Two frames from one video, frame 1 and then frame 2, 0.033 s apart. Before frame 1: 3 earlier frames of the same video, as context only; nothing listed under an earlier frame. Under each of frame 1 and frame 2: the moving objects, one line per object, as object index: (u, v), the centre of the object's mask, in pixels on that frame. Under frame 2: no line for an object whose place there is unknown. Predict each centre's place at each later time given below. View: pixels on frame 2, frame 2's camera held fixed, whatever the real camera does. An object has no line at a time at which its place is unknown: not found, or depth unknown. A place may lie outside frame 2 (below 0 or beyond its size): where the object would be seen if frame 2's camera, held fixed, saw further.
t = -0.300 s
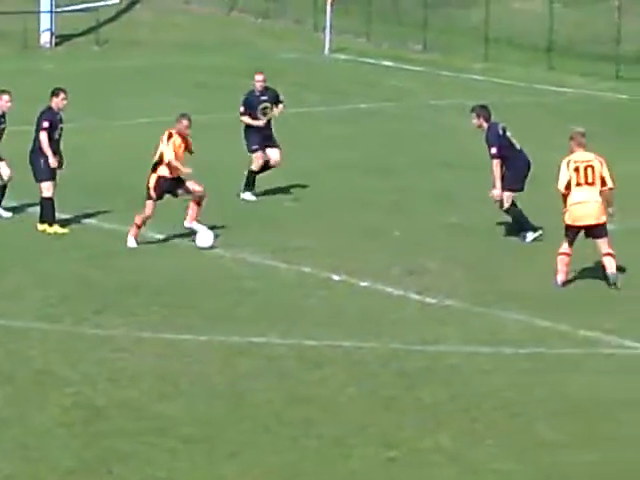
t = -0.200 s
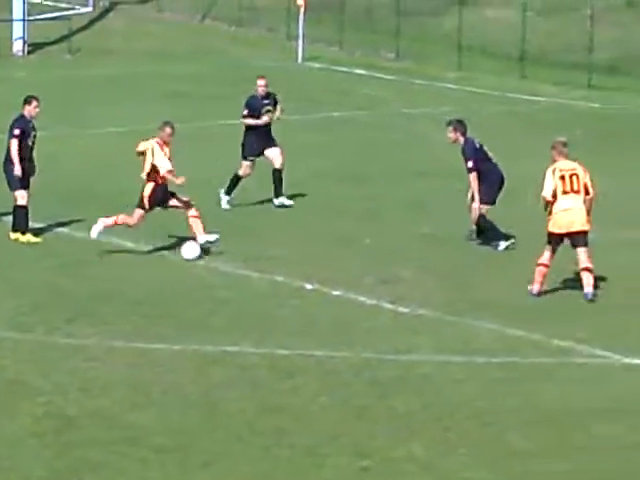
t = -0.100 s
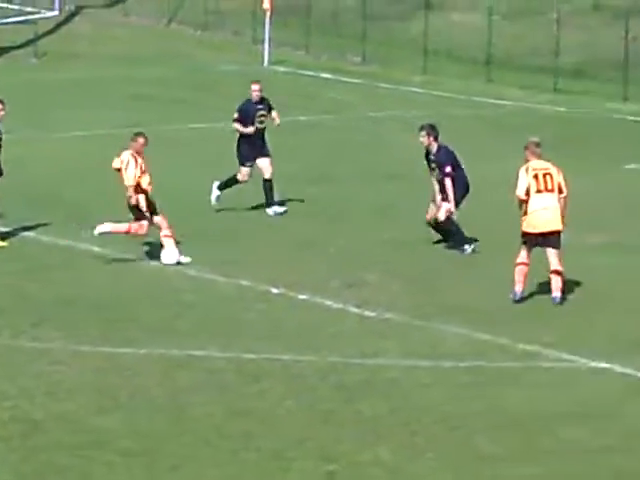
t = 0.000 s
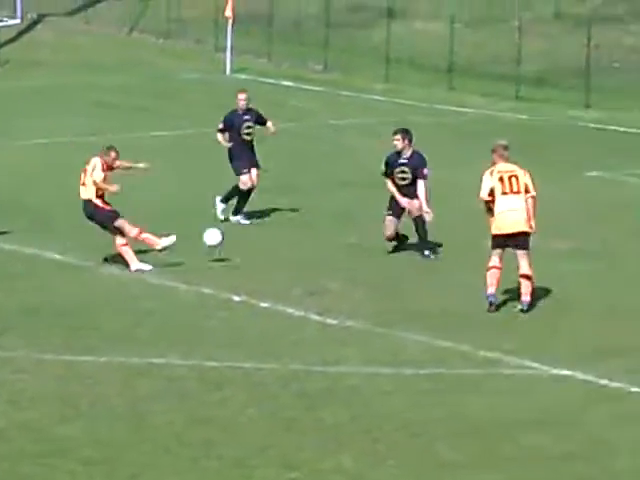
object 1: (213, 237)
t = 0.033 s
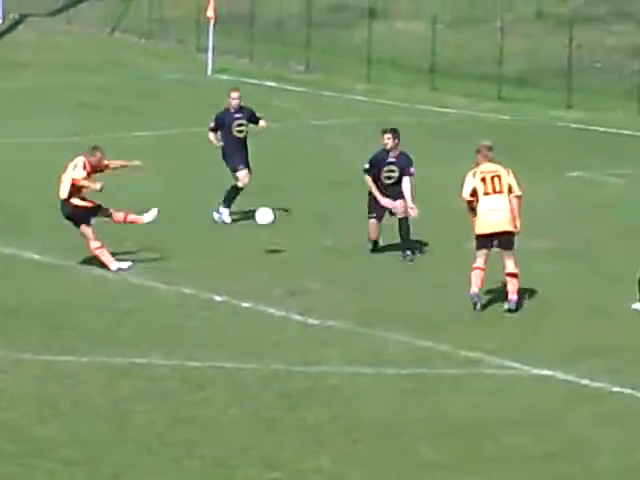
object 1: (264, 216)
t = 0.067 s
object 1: (309, 202)
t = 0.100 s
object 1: (354, 190)
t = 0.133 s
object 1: (420, 173)
